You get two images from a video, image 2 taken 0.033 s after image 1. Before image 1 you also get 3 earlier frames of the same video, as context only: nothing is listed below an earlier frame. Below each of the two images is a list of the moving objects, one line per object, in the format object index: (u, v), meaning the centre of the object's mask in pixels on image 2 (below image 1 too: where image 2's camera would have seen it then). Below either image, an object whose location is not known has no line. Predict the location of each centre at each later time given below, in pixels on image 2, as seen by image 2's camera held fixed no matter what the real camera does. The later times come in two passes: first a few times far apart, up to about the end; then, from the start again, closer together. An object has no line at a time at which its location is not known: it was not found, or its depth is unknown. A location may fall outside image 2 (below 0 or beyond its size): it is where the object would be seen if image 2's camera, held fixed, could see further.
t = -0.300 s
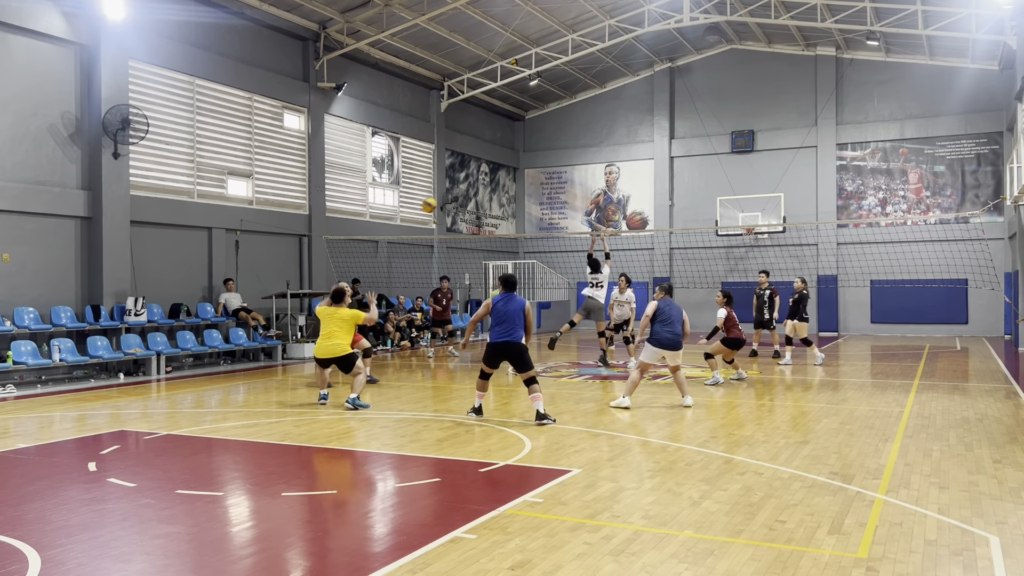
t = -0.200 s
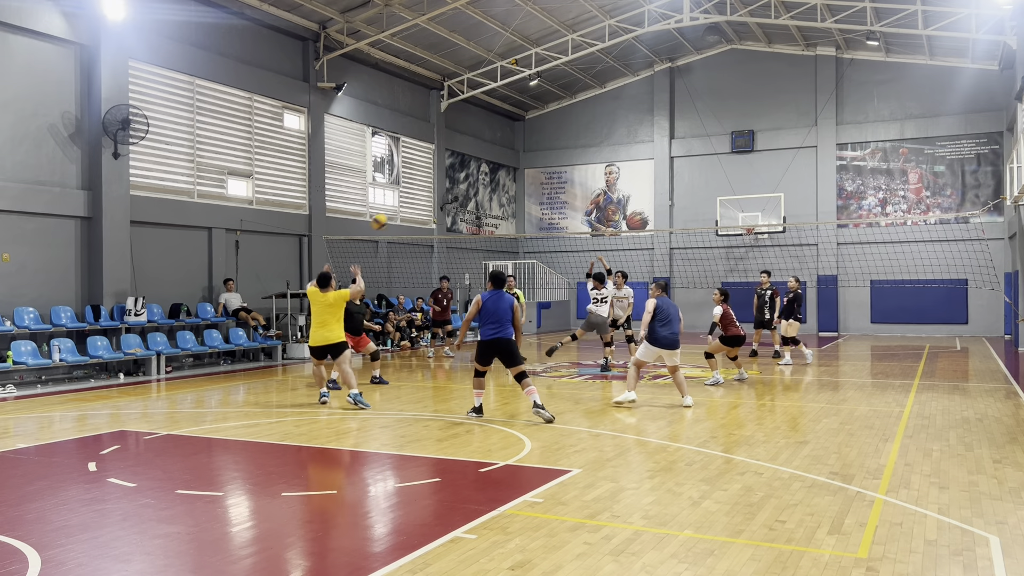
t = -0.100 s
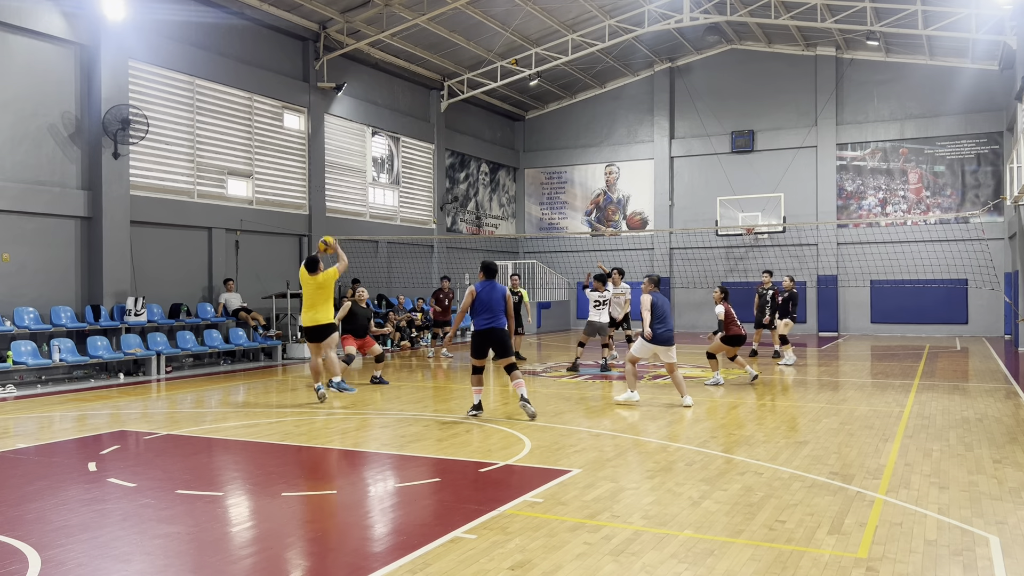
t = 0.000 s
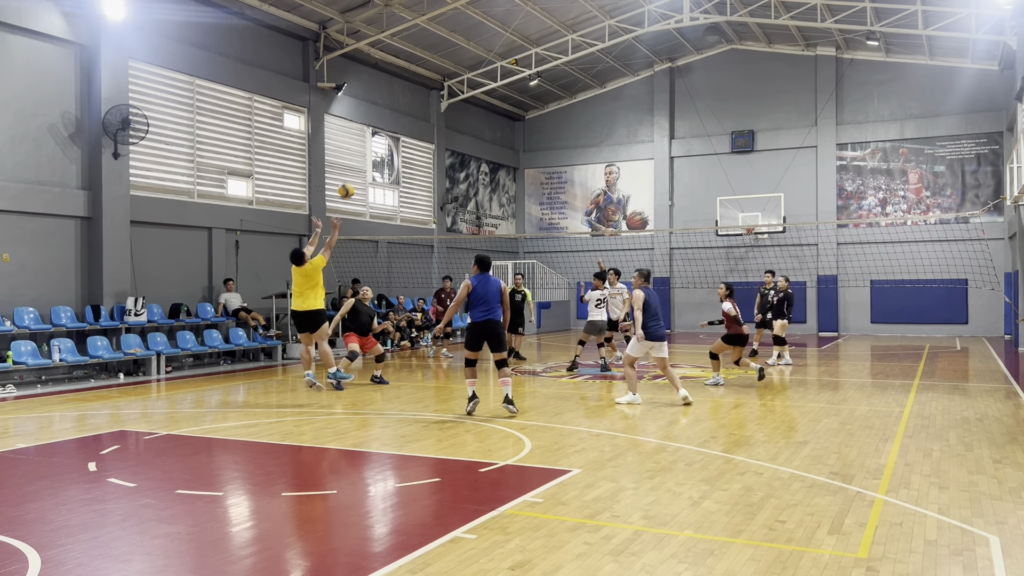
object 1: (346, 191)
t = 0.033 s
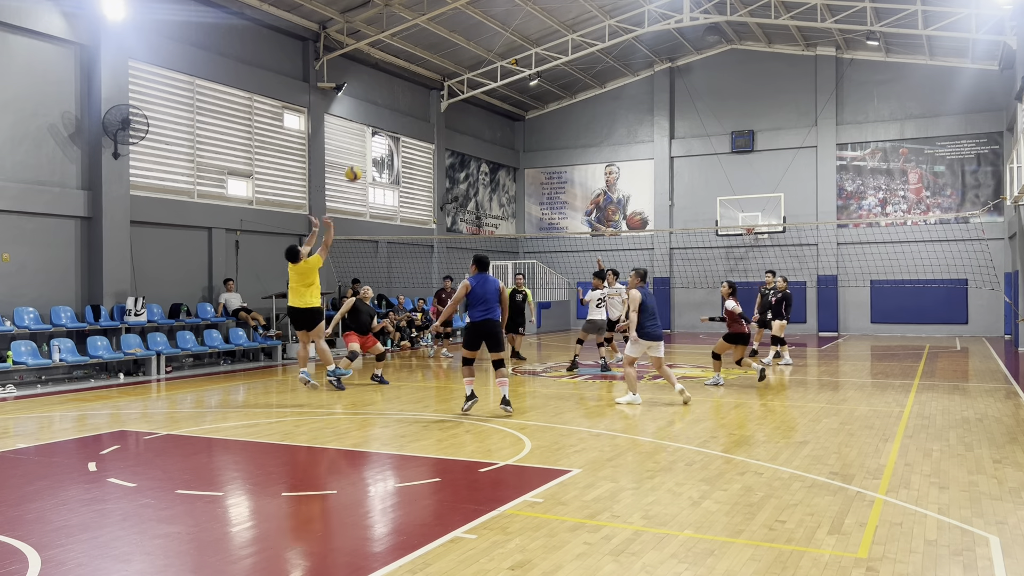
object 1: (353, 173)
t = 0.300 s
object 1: (404, 82)
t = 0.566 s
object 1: (448, 52)
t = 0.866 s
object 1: (492, 78)
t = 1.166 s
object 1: (529, 155)
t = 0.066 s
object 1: (359, 158)
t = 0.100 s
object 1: (365, 144)
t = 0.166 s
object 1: (379, 119)
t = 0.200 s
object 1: (386, 108)
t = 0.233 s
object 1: (392, 99)
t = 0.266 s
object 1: (398, 90)
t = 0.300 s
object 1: (404, 82)
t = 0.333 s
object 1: (410, 76)
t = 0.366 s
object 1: (416, 70)
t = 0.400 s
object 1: (422, 65)
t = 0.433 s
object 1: (427, 61)
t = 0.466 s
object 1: (433, 57)
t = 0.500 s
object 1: (438, 55)
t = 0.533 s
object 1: (443, 53)
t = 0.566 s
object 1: (448, 52)
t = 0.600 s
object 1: (454, 52)
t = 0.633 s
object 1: (459, 53)
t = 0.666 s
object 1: (463, 54)
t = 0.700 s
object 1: (468, 57)
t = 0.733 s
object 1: (473, 60)
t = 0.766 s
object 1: (478, 63)
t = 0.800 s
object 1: (483, 68)
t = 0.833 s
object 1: (487, 73)
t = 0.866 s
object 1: (492, 78)
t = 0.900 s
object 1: (496, 83)
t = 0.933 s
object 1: (501, 92)
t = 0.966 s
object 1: (505, 98)
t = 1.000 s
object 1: (509, 107)
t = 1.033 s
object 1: (513, 115)
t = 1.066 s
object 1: (517, 124)
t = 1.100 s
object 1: (521, 134)
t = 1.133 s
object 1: (525, 144)
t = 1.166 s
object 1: (529, 155)
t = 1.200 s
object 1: (533, 166)
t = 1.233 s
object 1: (536, 178)
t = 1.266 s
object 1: (540, 190)
